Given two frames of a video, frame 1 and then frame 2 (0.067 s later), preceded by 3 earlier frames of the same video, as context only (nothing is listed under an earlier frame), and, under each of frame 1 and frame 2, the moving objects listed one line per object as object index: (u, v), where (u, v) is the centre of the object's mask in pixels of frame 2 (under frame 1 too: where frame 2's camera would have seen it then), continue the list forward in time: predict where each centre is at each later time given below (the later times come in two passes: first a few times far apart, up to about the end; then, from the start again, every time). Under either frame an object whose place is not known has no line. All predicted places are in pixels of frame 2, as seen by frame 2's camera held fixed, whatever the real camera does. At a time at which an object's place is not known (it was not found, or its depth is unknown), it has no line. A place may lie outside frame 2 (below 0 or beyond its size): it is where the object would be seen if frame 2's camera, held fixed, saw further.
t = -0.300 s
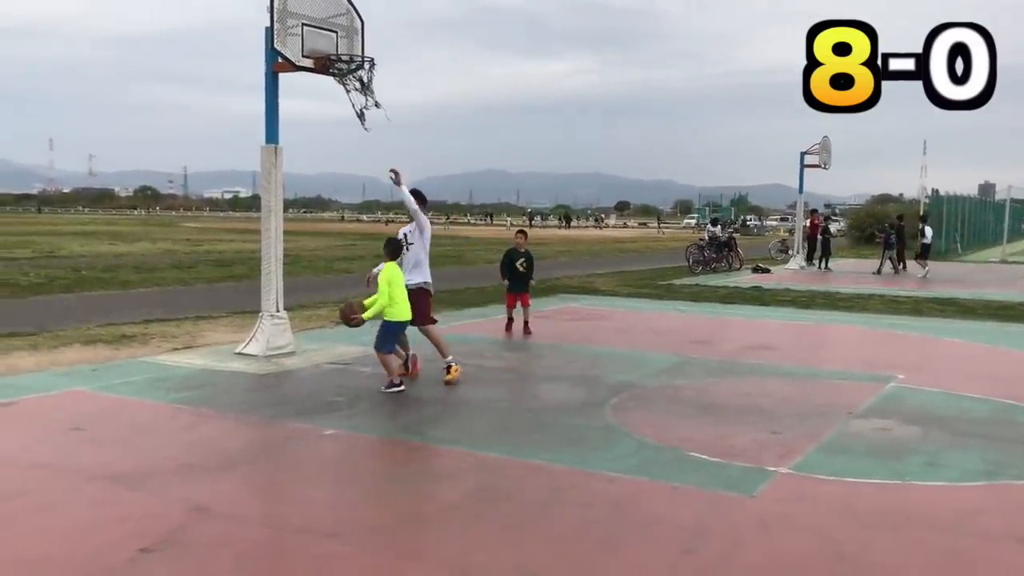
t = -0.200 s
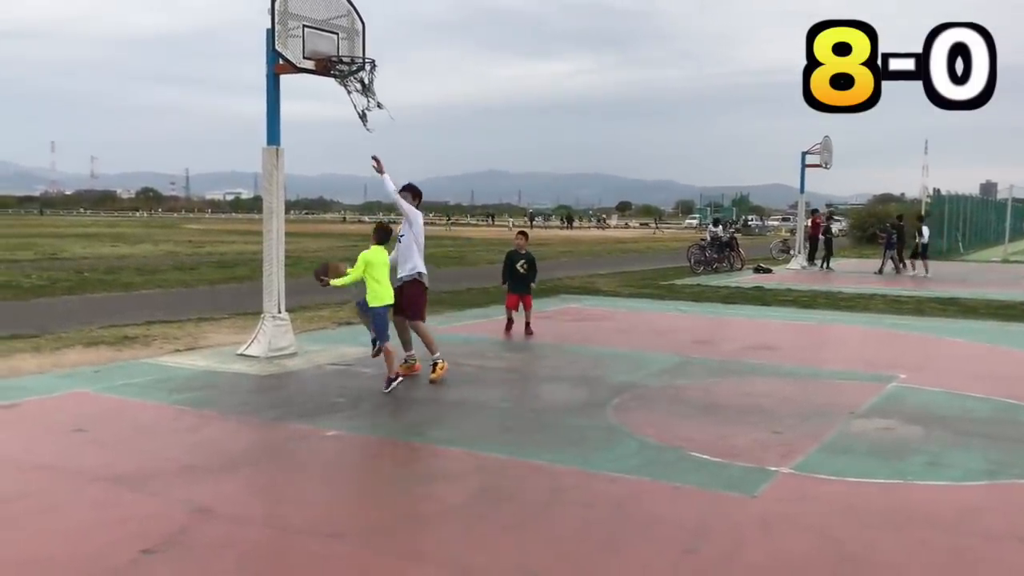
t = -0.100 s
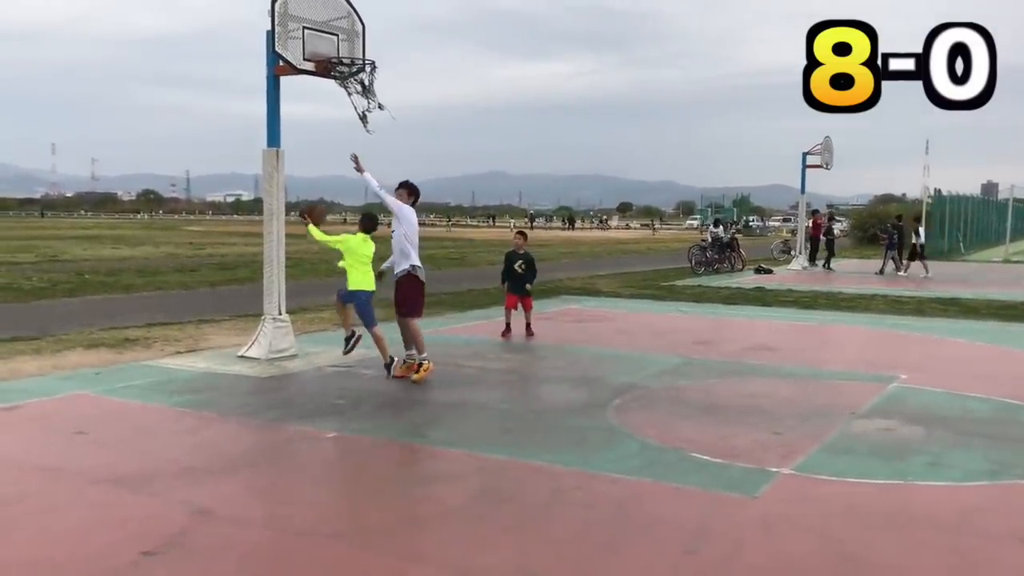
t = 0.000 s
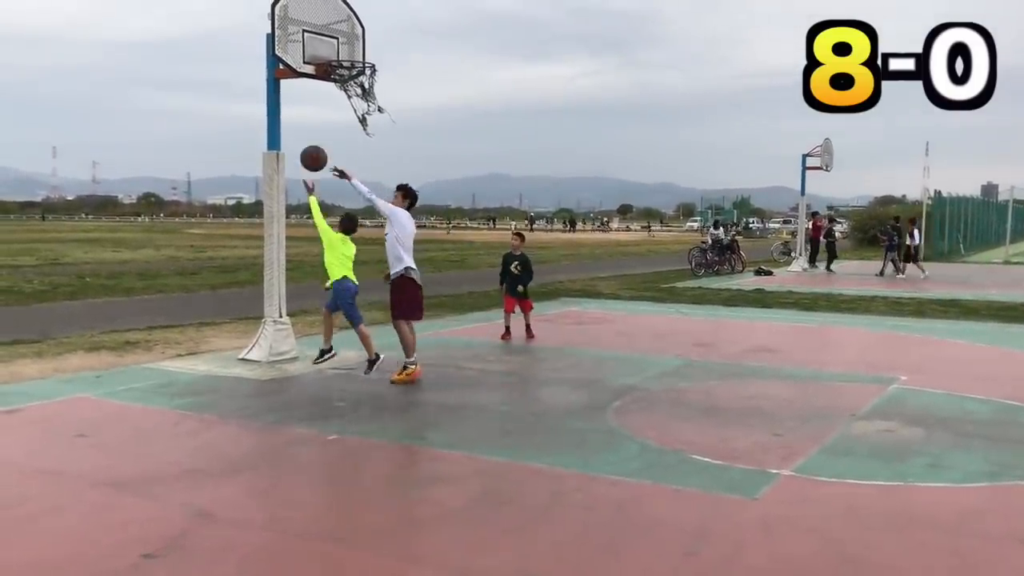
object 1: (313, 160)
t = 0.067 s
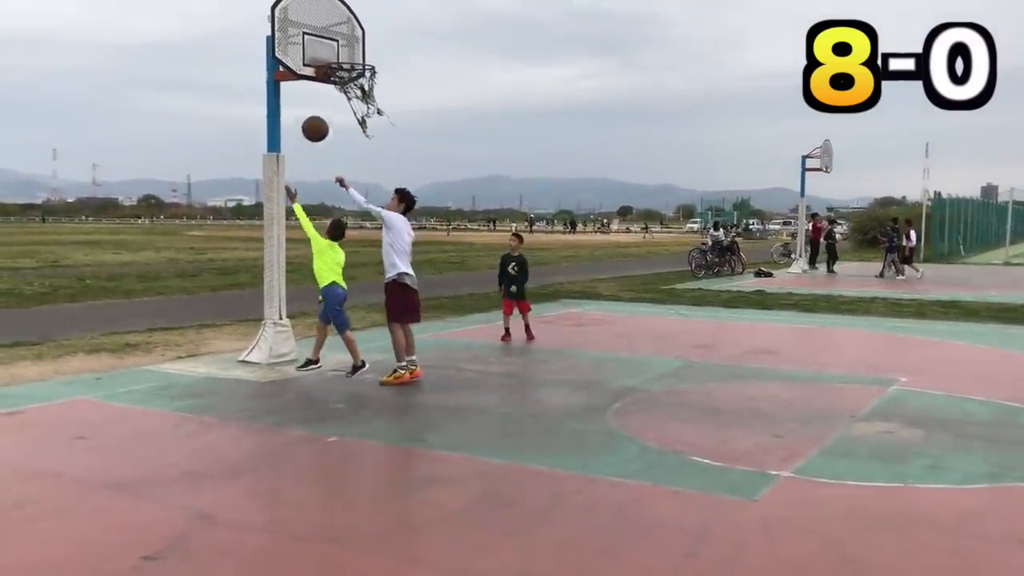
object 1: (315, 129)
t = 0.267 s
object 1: (320, 68)
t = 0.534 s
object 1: (318, 45)
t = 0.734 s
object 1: (346, 56)
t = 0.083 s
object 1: (315, 122)
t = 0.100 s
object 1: (316, 115)
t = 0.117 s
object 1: (316, 109)
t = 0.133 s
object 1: (316, 103)
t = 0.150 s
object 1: (317, 97)
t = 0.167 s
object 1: (317, 92)
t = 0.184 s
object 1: (318, 87)
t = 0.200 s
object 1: (318, 82)
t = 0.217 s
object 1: (319, 78)
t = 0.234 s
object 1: (319, 74)
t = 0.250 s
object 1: (320, 70)
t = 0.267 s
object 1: (320, 68)
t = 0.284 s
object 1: (321, 65)
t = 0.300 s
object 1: (321, 63)
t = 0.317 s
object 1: (321, 62)
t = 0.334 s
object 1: (321, 61)
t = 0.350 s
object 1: (322, 53)
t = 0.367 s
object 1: (322, 52)
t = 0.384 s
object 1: (322, 50)
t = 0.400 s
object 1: (322, 48)
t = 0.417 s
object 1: (321, 47)
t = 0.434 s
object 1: (321, 46)
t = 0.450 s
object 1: (321, 45)
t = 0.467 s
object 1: (320, 44)
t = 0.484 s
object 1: (320, 44)
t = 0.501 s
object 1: (319, 44)
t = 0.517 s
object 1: (318, 45)
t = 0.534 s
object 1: (318, 45)
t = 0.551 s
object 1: (319, 45)
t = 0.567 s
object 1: (325, 44)
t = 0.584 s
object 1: (327, 43)
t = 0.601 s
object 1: (329, 44)
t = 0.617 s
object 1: (331, 45)
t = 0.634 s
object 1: (333, 46)
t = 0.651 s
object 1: (335, 47)
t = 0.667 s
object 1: (337, 49)
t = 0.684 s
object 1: (340, 51)
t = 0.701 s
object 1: (342, 52)
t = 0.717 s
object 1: (344, 53)
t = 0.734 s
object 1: (346, 56)
